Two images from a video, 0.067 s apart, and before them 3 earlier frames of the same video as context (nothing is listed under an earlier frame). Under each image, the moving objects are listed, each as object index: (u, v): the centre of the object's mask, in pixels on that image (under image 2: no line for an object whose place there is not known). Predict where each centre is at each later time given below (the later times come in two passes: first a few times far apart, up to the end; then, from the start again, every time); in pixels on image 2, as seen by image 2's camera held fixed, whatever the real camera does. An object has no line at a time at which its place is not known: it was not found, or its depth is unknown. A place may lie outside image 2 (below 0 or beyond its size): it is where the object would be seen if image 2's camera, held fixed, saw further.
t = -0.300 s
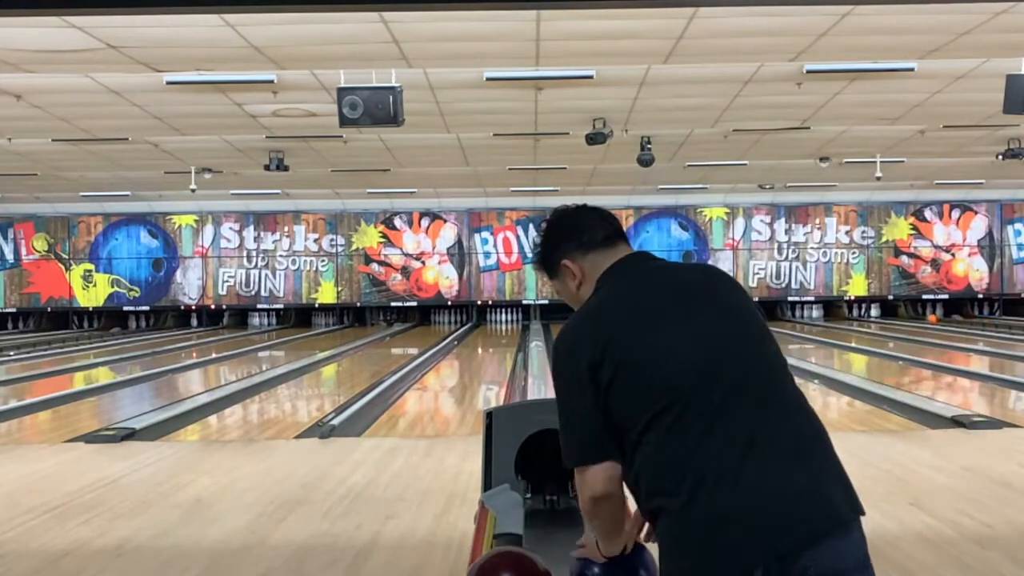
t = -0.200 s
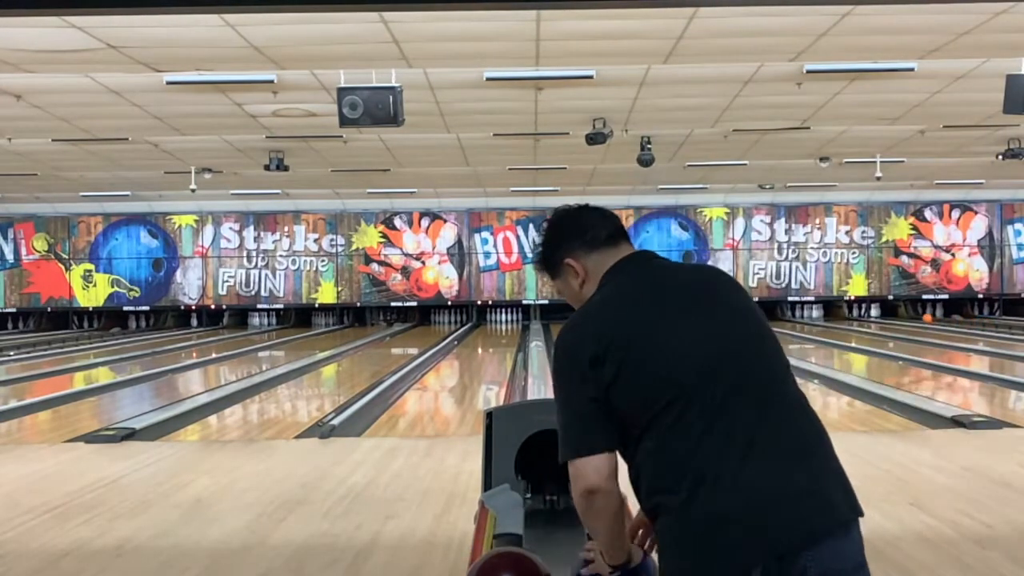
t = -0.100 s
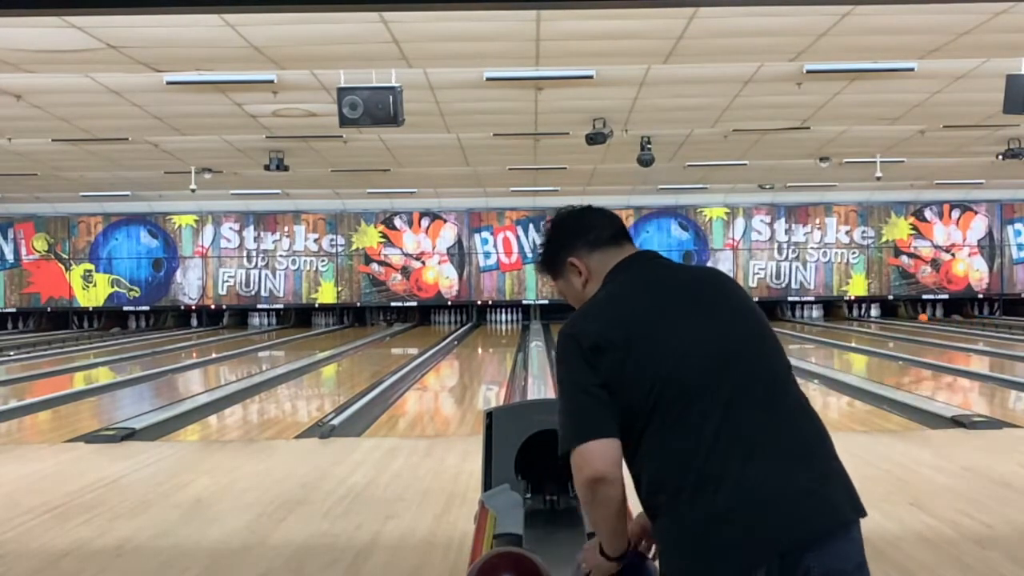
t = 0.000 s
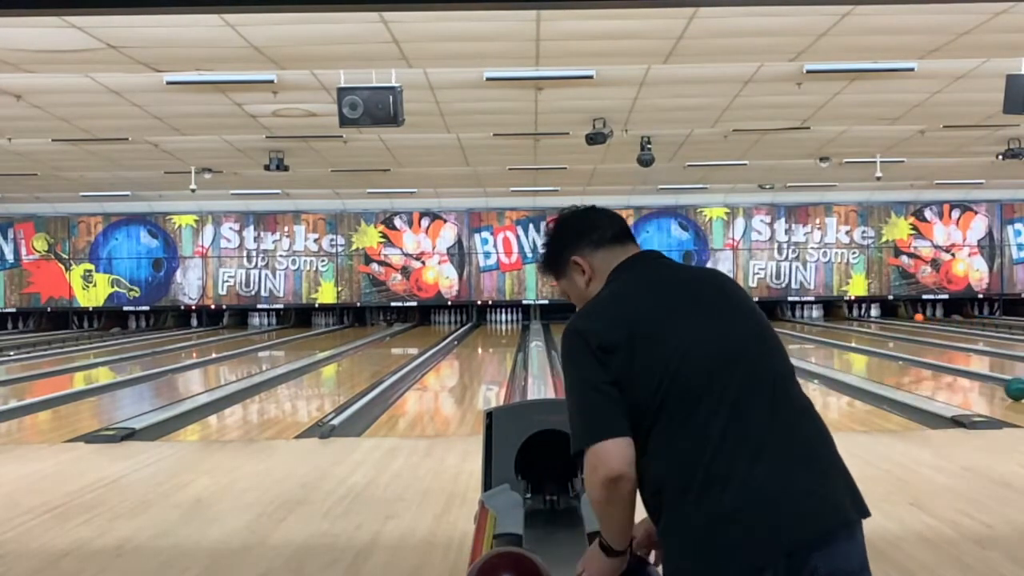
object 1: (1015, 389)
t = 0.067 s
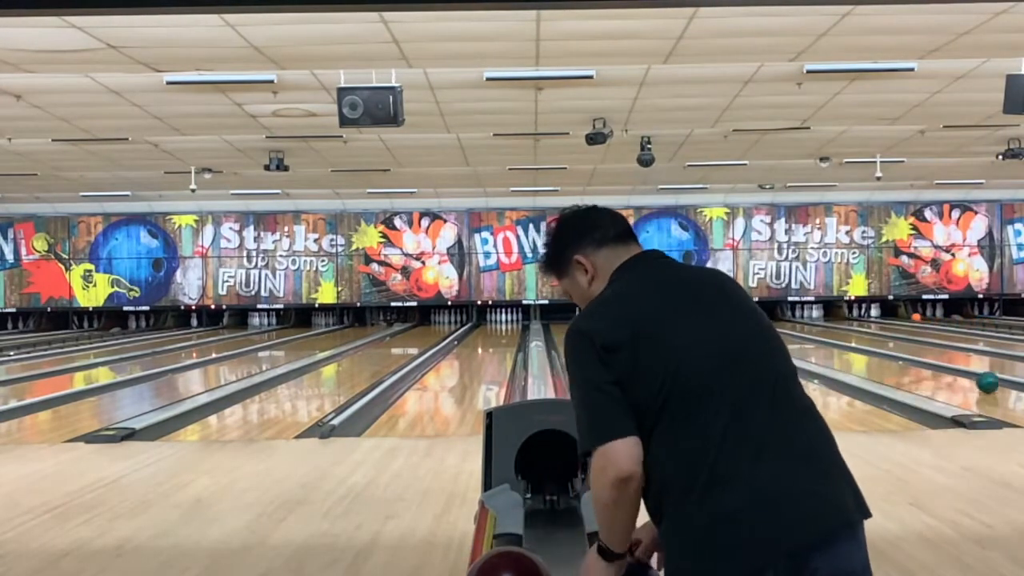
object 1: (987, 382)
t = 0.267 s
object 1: (918, 367)
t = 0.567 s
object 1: (846, 350)
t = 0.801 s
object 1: (810, 341)
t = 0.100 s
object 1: (974, 379)
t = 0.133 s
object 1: (961, 376)
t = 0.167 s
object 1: (950, 374)
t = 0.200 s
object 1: (938, 371)
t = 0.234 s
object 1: (928, 368)
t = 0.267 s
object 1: (918, 367)
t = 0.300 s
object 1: (909, 364)
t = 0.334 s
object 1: (900, 362)
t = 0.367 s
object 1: (891, 360)
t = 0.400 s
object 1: (883, 359)
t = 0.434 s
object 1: (875, 357)
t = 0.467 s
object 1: (868, 355)
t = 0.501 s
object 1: (860, 353)
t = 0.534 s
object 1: (853, 352)
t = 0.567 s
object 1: (846, 350)
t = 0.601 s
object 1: (840, 349)
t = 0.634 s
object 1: (835, 348)
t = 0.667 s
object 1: (829, 347)
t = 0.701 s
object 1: (823, 346)
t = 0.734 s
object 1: (818, 344)
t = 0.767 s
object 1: (813, 343)
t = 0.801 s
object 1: (810, 341)
